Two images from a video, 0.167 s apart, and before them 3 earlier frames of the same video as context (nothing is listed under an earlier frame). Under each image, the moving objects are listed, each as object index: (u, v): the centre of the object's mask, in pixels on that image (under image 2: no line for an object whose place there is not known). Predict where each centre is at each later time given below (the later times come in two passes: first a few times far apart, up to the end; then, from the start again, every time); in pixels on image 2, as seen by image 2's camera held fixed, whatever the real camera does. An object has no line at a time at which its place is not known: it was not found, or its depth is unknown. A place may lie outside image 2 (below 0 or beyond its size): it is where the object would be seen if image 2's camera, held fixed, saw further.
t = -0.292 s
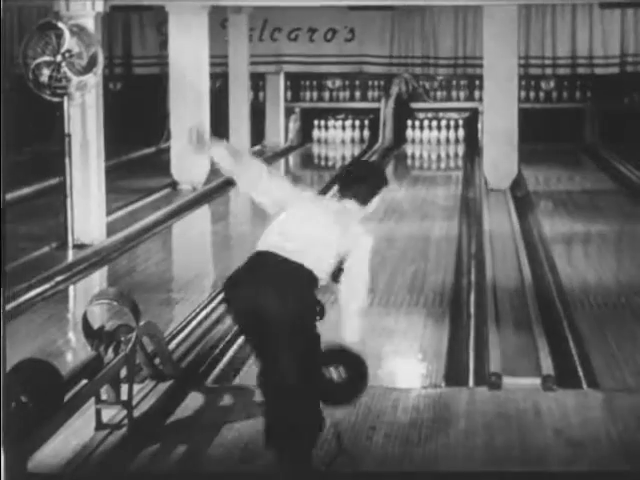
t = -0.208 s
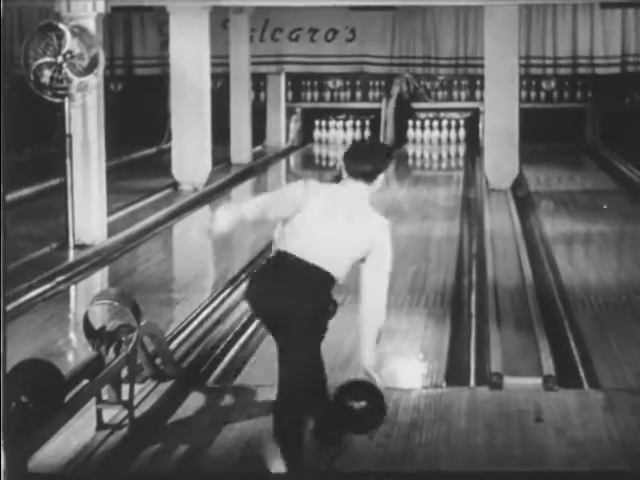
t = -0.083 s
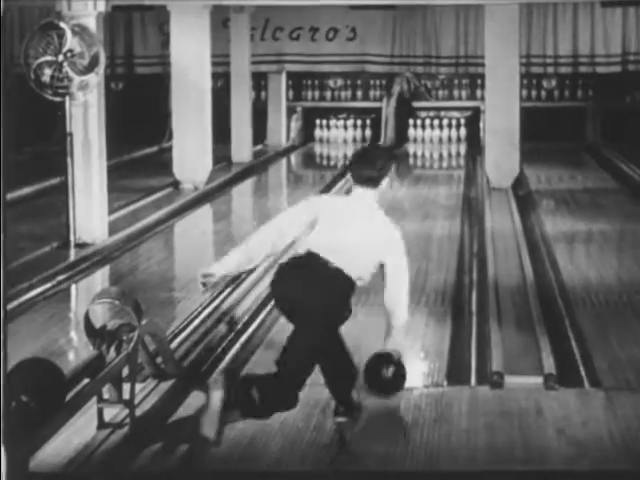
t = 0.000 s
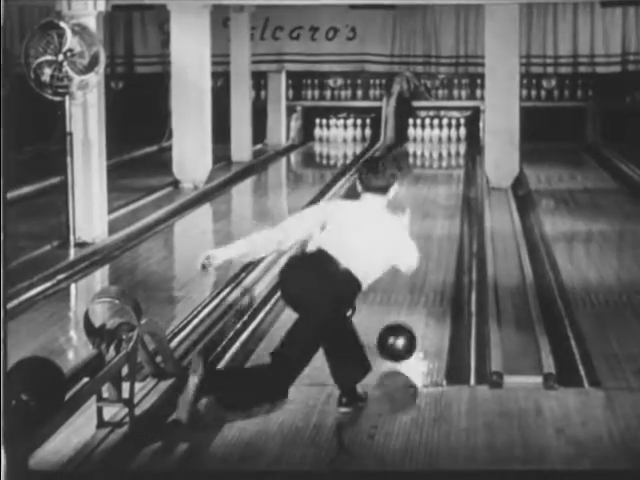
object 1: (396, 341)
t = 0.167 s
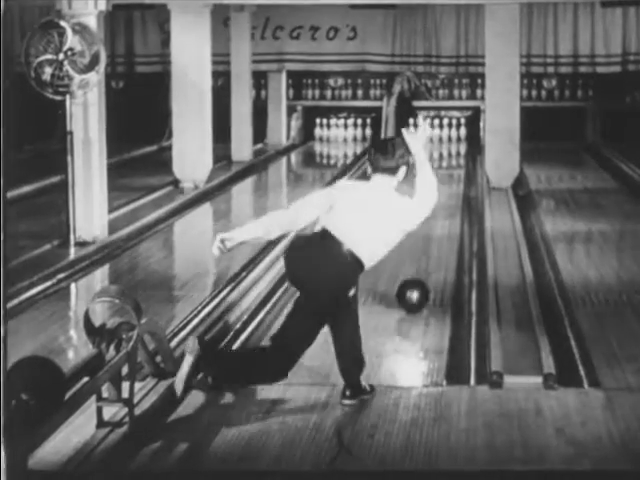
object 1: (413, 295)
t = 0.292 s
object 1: (421, 269)
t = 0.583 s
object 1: (433, 223)
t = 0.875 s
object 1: (439, 194)
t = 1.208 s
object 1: (443, 171)
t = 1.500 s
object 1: (443, 157)
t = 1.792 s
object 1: (443, 146)
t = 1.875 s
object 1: (443, 144)
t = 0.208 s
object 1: (415, 287)
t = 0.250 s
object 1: (418, 278)
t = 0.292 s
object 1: (421, 269)
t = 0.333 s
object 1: (423, 261)
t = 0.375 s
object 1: (425, 254)
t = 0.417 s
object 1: (427, 247)
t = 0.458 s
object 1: (423, 247)
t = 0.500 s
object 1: (438, 231)
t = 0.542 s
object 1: (432, 228)
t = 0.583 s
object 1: (433, 223)
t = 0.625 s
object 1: (435, 218)
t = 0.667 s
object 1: (435, 214)
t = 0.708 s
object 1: (437, 209)
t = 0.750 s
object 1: (438, 205)
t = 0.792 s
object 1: (438, 201)
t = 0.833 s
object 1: (439, 198)
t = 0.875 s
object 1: (439, 194)
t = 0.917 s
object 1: (440, 190)
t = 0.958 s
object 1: (441, 187)
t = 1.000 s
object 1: (442, 184)
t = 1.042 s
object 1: (442, 181)
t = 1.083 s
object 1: (442, 179)
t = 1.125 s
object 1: (442, 176)
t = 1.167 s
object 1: (443, 174)
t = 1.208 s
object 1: (443, 171)
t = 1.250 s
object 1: (443, 168)
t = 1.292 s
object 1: (443, 166)
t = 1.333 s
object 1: (444, 165)
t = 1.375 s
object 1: (443, 163)
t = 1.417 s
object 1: (443, 161)
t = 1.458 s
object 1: (443, 159)
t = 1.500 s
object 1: (443, 157)
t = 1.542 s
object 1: (443, 156)
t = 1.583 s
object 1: (443, 154)
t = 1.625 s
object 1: (443, 153)
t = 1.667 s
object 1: (443, 151)
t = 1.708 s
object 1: (443, 149)
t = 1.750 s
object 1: (443, 148)
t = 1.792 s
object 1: (443, 146)
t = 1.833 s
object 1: (443, 146)
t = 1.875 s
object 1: (443, 144)
